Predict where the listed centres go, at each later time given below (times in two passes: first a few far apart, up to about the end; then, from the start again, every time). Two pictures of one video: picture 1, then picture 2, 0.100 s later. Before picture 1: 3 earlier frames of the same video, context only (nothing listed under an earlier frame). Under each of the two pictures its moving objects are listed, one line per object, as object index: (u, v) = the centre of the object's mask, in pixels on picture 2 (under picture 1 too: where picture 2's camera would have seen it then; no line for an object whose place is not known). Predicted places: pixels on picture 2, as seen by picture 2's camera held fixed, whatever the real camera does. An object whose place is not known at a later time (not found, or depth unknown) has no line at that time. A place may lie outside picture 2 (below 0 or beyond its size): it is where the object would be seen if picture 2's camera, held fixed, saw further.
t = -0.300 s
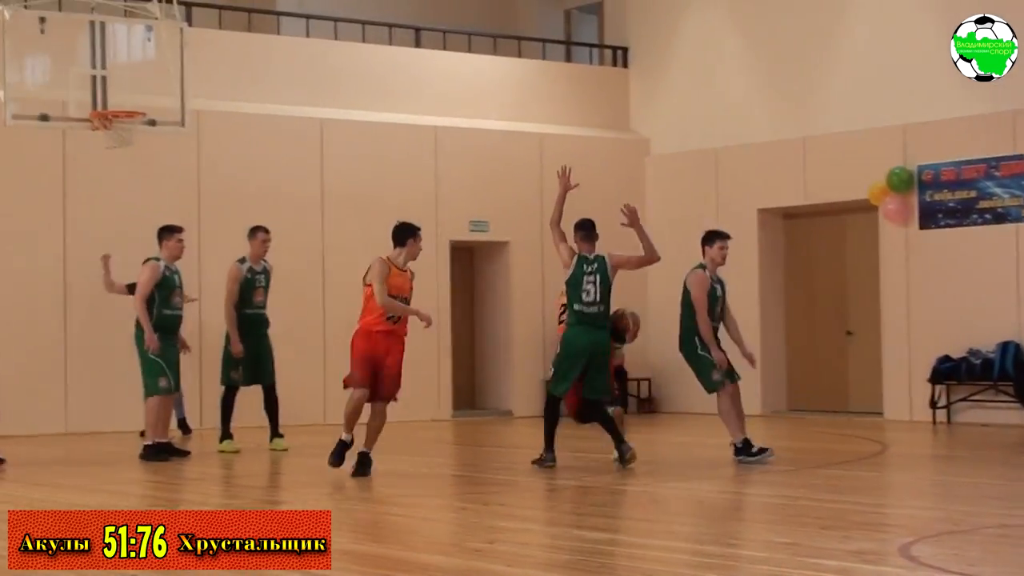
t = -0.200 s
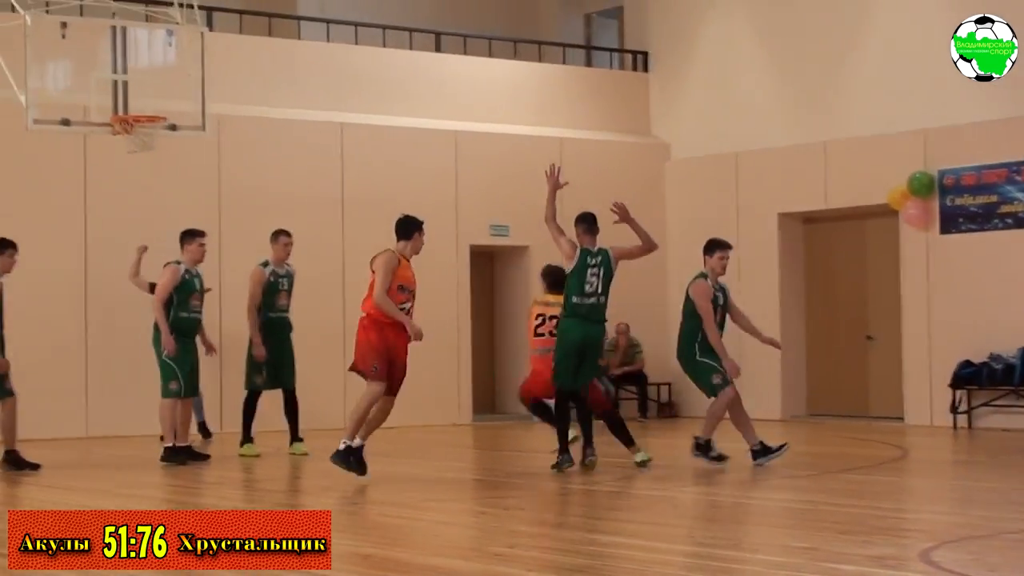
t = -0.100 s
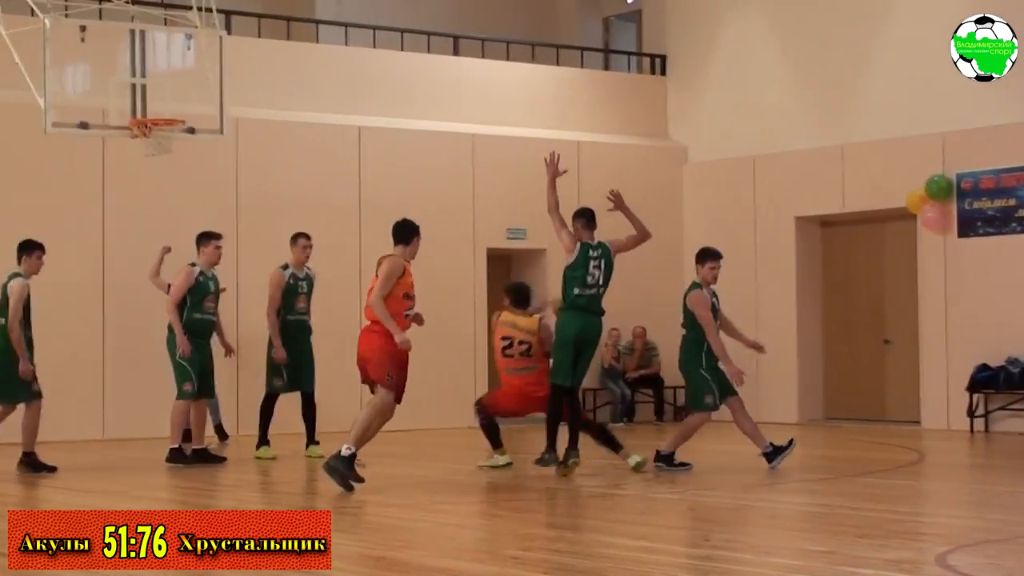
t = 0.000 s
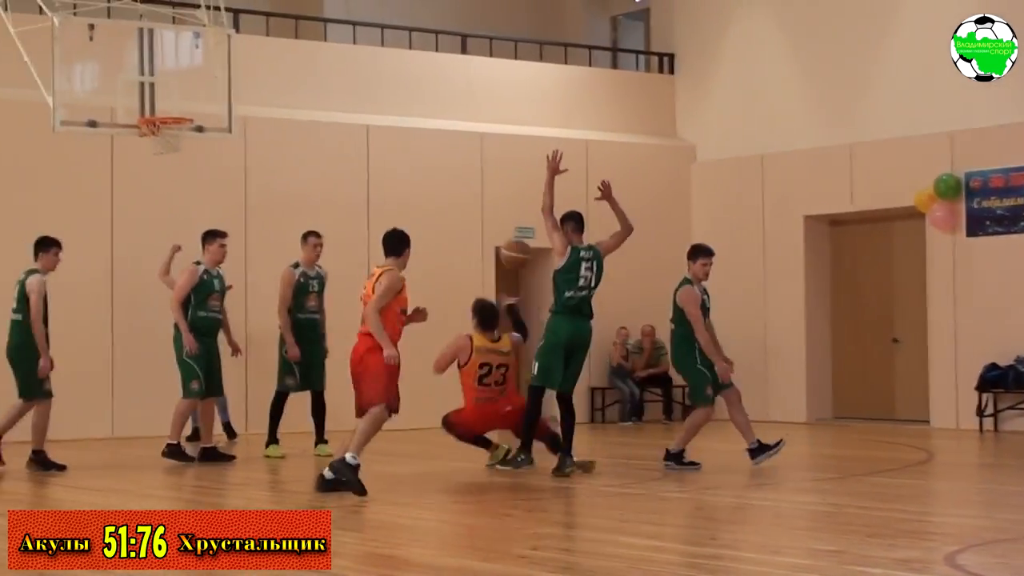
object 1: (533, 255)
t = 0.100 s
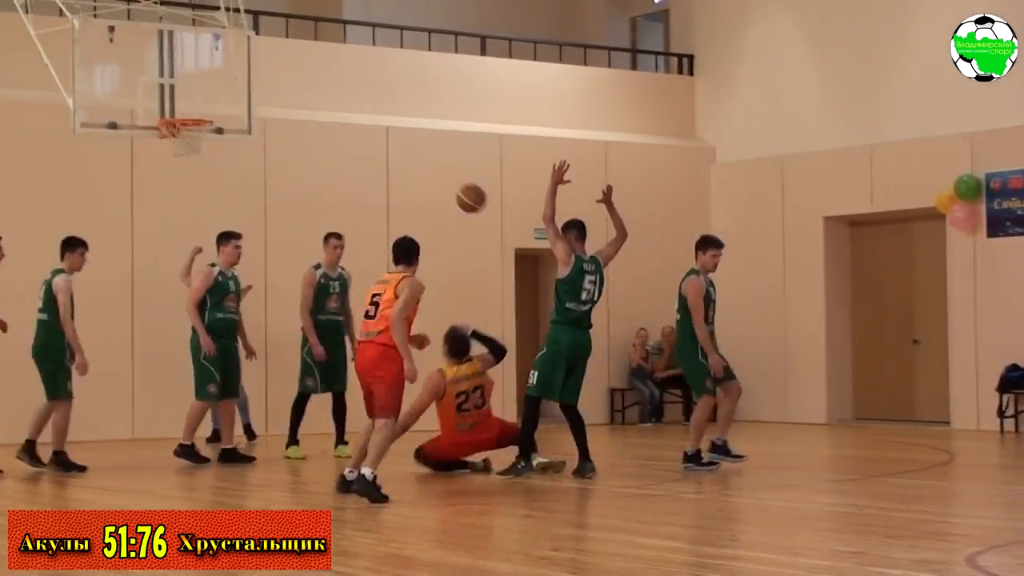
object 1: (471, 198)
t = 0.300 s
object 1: (357, 127)
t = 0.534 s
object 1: (237, 107)
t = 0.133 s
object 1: (452, 183)
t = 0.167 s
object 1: (431, 168)
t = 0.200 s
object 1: (411, 156)
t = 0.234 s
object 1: (392, 144)
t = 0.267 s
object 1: (374, 135)
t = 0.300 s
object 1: (357, 127)
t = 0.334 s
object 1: (337, 120)
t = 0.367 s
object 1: (322, 115)
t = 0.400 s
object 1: (304, 111)
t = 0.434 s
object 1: (286, 108)
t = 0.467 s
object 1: (272, 106)
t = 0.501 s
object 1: (254, 106)
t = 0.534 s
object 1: (237, 107)
